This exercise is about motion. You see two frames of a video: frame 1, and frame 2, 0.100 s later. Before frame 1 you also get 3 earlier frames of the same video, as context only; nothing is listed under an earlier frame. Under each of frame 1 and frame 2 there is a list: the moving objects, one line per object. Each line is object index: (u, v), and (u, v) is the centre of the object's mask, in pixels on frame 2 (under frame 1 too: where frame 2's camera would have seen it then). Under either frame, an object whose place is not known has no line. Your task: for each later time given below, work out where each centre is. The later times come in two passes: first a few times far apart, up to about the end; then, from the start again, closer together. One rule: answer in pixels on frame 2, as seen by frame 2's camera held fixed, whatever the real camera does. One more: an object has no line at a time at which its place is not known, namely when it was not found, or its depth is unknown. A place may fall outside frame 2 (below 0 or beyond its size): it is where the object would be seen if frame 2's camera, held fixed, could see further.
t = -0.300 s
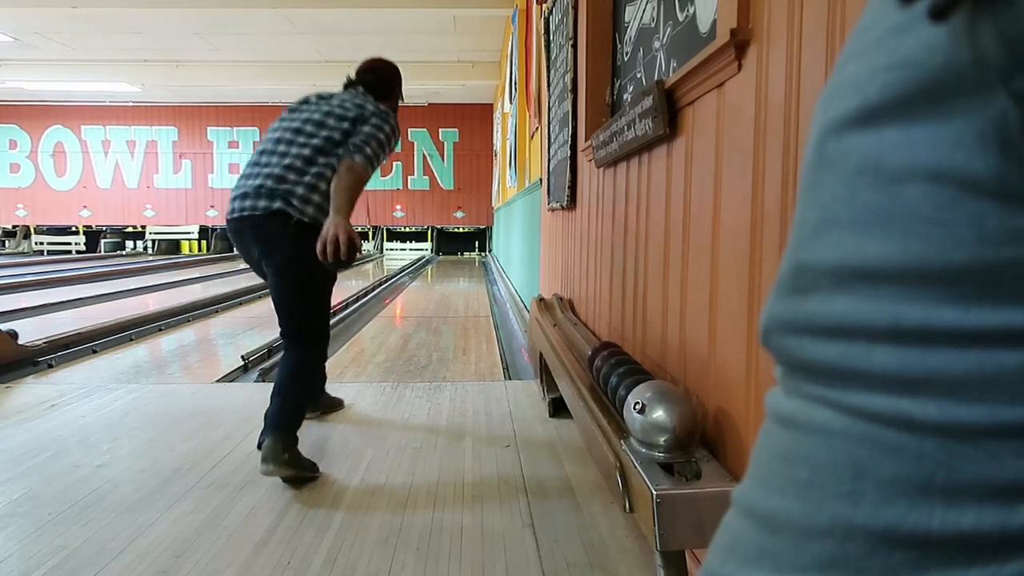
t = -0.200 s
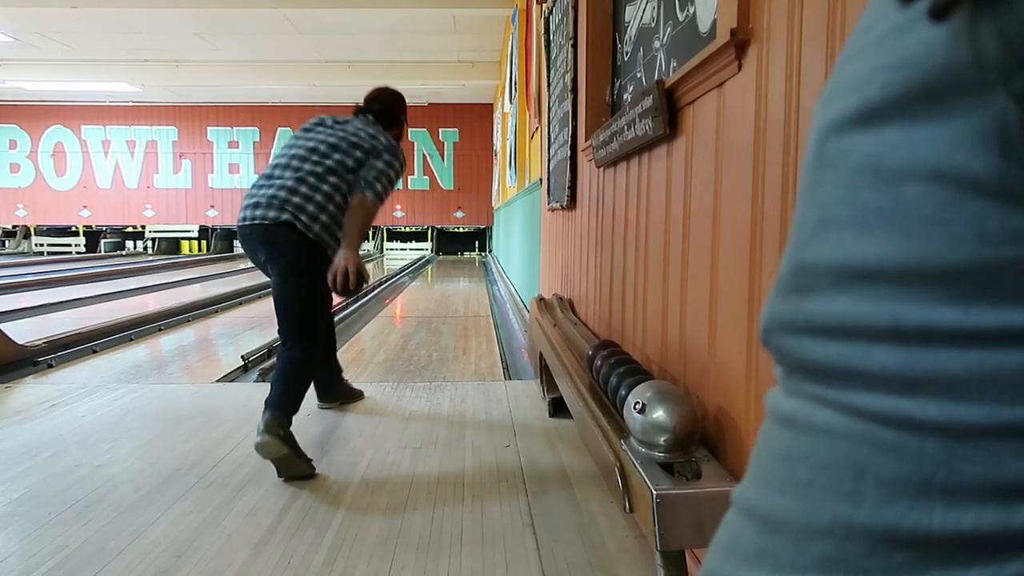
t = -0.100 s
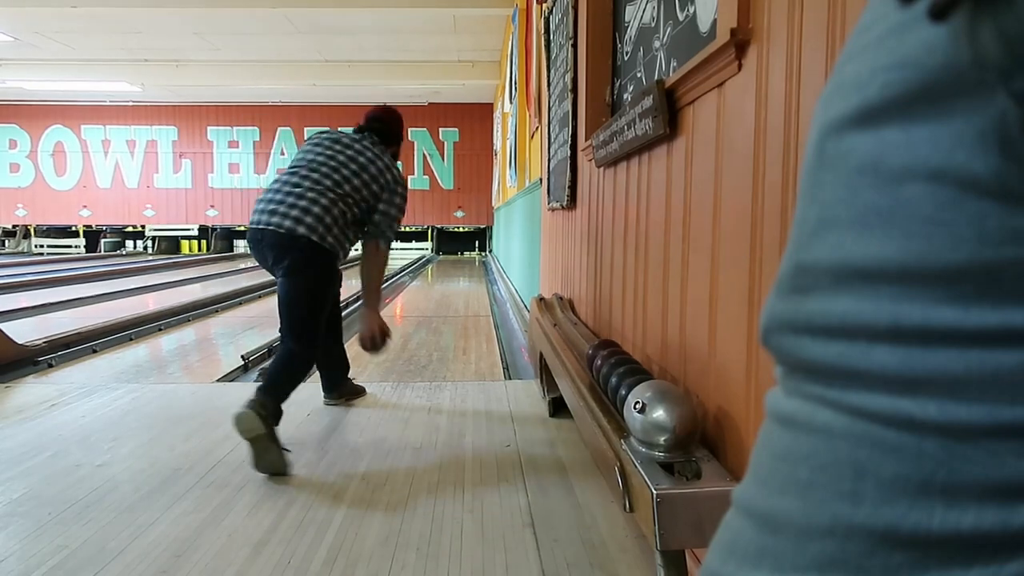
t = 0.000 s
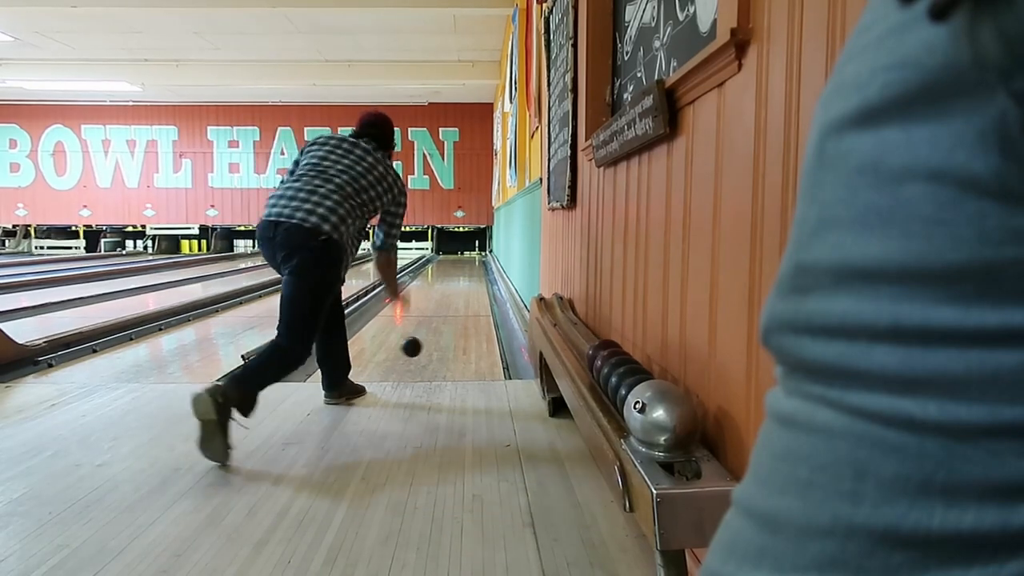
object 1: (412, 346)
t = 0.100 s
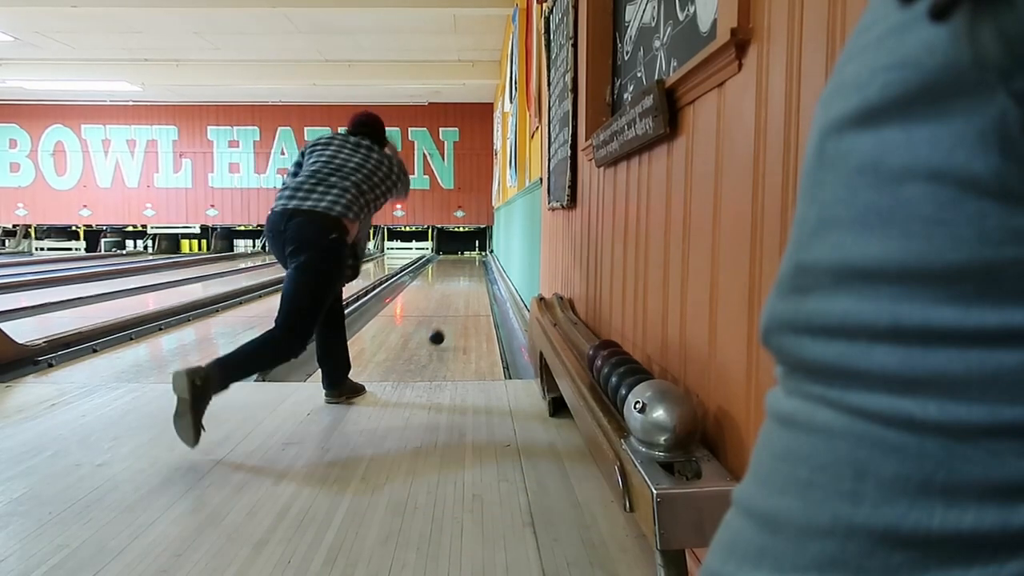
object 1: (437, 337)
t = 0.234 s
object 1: (456, 314)
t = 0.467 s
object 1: (477, 292)
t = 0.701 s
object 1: (488, 280)
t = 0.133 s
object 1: (442, 328)
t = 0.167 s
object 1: (448, 322)
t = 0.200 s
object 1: (452, 317)
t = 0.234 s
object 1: (456, 314)
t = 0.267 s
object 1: (460, 312)
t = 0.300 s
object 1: (464, 307)
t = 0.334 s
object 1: (467, 303)
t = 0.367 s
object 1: (469, 301)
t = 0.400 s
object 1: (472, 298)
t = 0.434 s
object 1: (474, 295)
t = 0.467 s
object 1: (477, 292)
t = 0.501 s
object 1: (479, 290)
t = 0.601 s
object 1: (484, 284)
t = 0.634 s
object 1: (485, 282)
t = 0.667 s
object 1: (487, 281)
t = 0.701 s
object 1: (488, 280)
